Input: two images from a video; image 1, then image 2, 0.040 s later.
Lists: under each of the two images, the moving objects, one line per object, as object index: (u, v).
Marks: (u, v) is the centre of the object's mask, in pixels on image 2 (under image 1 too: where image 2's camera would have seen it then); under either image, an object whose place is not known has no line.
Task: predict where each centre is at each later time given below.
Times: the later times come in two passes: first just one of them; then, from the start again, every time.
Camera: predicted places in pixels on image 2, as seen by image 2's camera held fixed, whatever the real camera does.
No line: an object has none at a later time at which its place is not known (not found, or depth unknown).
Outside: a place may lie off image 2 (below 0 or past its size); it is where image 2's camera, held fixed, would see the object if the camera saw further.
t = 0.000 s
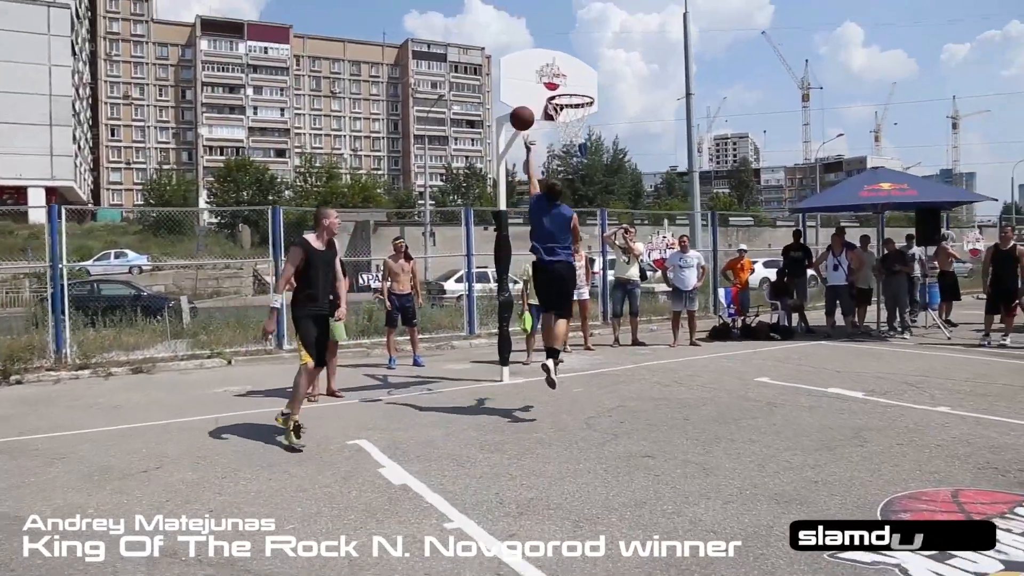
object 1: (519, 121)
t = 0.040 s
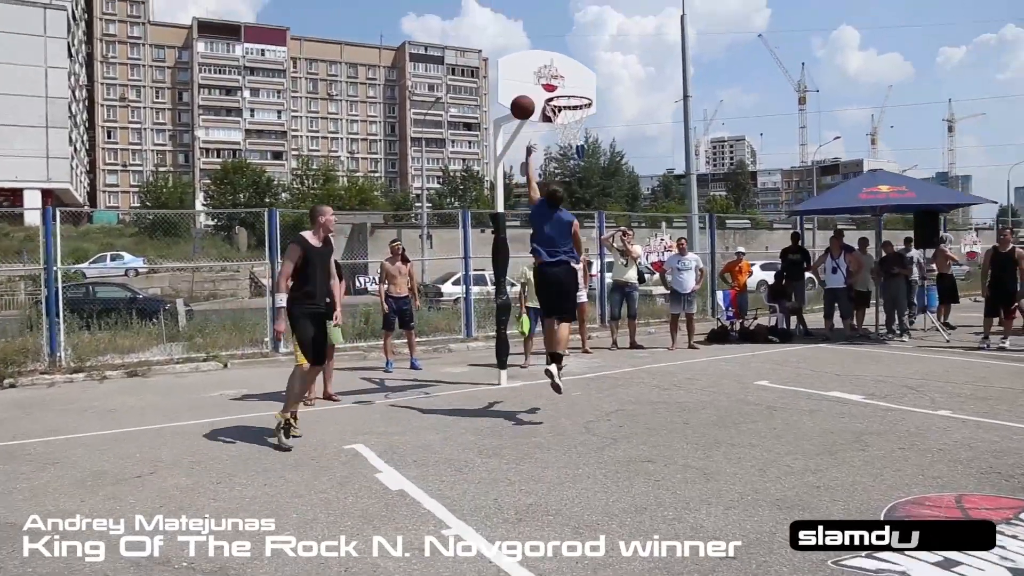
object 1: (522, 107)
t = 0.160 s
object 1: (533, 76)
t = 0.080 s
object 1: (526, 95)
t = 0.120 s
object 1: (530, 85)
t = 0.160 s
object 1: (533, 76)
